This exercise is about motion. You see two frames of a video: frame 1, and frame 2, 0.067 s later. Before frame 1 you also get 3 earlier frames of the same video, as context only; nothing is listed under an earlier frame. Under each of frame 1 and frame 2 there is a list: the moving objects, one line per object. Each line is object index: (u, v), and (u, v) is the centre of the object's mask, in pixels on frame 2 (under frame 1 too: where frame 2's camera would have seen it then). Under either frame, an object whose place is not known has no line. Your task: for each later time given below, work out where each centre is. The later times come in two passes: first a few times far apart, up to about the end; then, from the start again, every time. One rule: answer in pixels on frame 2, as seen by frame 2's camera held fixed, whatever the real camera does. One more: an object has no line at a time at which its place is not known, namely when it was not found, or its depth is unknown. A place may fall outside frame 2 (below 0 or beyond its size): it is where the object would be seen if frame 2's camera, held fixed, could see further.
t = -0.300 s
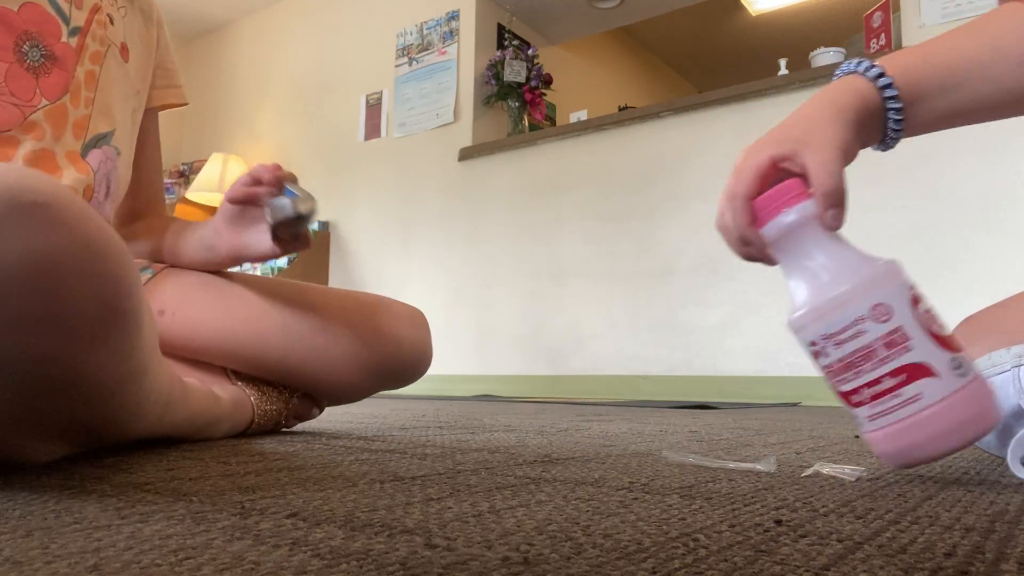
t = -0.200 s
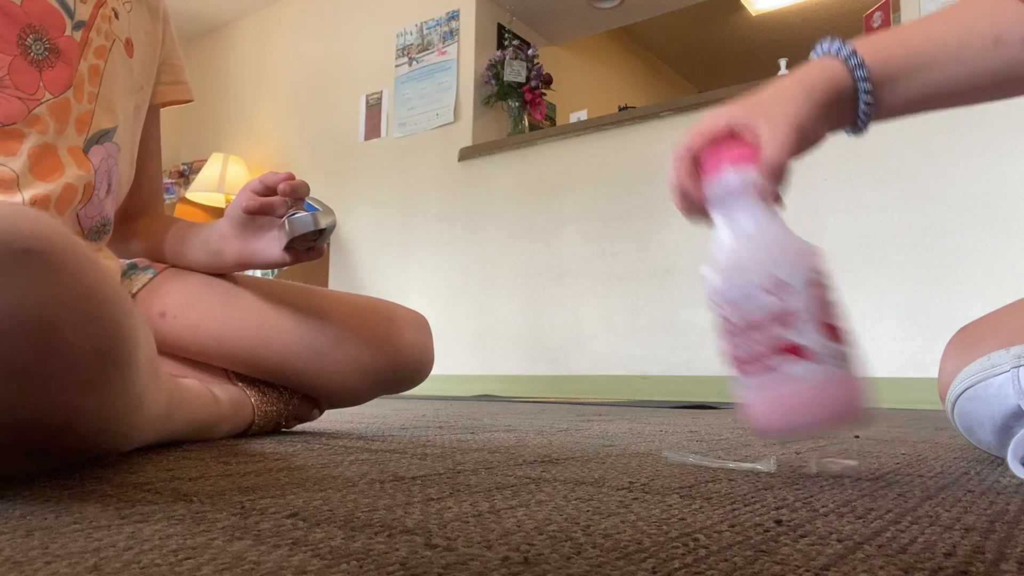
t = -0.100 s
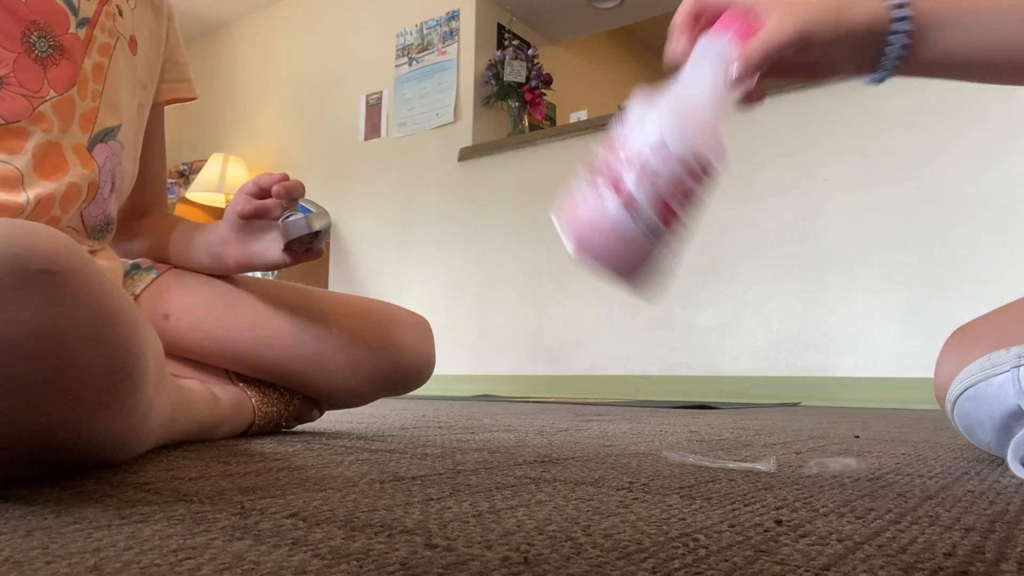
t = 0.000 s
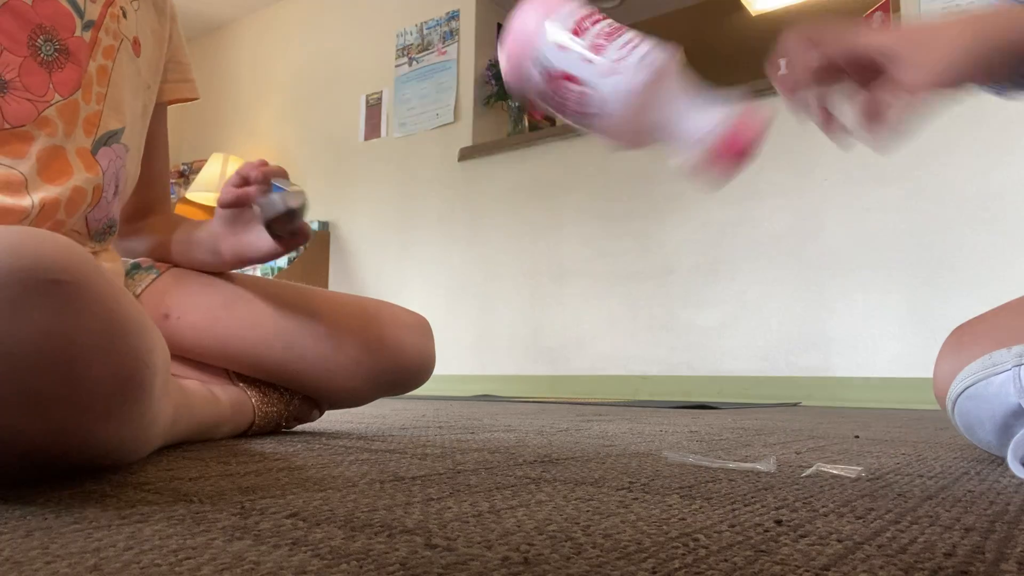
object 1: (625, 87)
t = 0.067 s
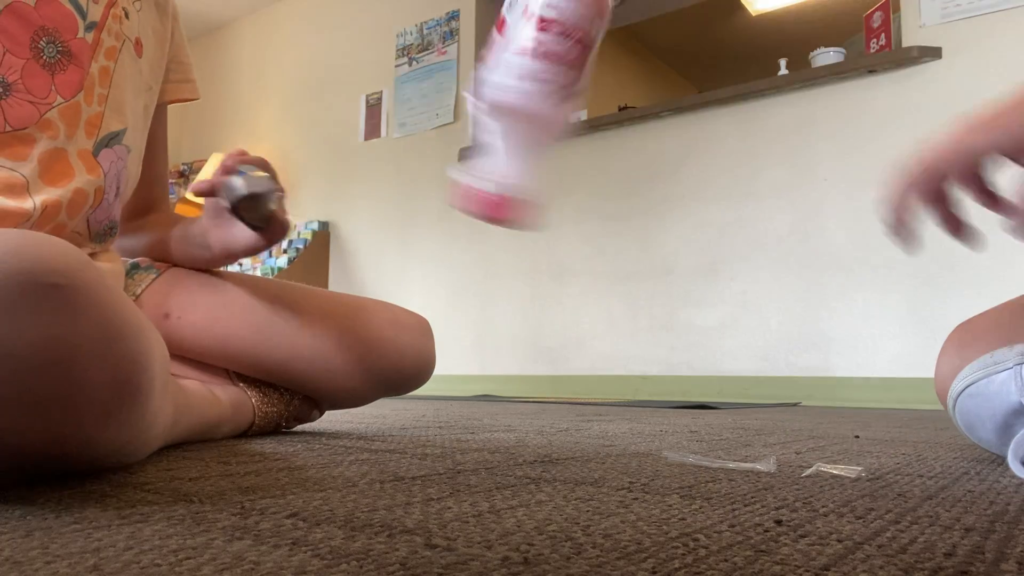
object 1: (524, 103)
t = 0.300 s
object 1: (457, 340)
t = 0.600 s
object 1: (450, 343)
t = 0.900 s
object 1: (451, 343)
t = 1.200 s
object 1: (451, 343)
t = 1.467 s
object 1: (451, 343)
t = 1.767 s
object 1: (451, 343)
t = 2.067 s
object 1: (451, 343)
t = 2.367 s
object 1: (451, 343)
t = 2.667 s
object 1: (451, 343)
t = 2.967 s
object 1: (451, 343)
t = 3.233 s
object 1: (451, 343)
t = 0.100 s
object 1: (494, 85)
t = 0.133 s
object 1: (487, 78)
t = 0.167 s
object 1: (486, 100)
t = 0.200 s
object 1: (476, 144)
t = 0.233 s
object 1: (465, 201)
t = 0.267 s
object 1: (458, 284)
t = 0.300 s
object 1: (457, 340)
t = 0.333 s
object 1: (453, 342)
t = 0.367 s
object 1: (447, 343)
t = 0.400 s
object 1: (445, 342)
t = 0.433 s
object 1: (446, 342)
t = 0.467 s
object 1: (449, 342)
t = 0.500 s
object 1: (453, 343)
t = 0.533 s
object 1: (452, 343)
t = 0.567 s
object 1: (450, 343)
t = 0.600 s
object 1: (450, 343)
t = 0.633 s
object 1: (451, 343)
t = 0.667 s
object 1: (451, 343)
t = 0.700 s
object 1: (451, 343)
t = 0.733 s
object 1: (451, 343)
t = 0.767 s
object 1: (451, 343)
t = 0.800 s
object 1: (451, 343)
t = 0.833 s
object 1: (451, 343)
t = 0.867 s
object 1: (451, 343)
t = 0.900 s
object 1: (451, 343)
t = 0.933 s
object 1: (451, 343)
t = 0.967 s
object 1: (451, 343)
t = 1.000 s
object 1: (451, 343)
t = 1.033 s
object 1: (451, 343)
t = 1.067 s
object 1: (451, 343)
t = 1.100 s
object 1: (451, 343)
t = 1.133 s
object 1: (451, 343)
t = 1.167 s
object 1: (451, 343)
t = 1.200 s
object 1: (451, 343)
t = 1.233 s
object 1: (451, 343)
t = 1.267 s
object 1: (451, 343)
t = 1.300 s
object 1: (451, 343)
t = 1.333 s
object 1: (451, 343)
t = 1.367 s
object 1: (451, 343)
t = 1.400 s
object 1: (451, 343)
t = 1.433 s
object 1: (451, 343)
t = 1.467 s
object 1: (451, 343)
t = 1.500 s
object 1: (451, 343)
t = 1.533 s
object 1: (451, 343)
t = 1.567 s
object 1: (451, 343)
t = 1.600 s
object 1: (451, 343)
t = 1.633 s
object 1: (451, 343)
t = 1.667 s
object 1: (451, 343)
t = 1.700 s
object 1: (451, 343)
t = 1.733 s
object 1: (451, 343)
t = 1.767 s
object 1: (451, 343)
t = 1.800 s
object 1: (451, 343)
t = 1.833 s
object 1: (451, 343)
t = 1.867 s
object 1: (451, 343)
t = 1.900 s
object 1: (451, 343)
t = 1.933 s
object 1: (451, 343)
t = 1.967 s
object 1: (451, 343)
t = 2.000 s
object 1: (451, 343)
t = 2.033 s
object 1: (451, 343)
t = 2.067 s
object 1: (451, 343)
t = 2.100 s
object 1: (451, 343)
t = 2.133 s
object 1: (451, 343)
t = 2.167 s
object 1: (451, 343)
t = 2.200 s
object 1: (451, 343)
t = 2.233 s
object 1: (451, 343)
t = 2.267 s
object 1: (451, 343)
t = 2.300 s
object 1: (451, 343)
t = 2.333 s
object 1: (451, 343)
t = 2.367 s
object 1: (451, 343)
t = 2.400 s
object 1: (451, 343)
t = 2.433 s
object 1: (451, 343)
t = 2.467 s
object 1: (451, 343)
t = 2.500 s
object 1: (451, 343)
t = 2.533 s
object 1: (451, 343)
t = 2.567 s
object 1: (451, 343)
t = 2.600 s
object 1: (451, 343)
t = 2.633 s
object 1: (451, 343)
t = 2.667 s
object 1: (451, 343)
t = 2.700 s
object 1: (451, 343)
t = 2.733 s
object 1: (451, 343)
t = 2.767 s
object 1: (451, 343)
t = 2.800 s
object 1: (451, 343)
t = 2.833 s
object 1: (451, 343)
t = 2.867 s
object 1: (451, 343)
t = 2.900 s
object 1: (451, 343)
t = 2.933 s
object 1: (451, 343)
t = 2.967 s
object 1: (451, 343)
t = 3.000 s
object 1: (451, 343)
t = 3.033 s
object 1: (451, 343)
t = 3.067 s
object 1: (451, 343)
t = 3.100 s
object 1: (451, 343)
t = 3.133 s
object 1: (451, 343)
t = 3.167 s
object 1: (451, 343)
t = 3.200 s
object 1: (451, 343)
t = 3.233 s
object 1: (451, 343)
